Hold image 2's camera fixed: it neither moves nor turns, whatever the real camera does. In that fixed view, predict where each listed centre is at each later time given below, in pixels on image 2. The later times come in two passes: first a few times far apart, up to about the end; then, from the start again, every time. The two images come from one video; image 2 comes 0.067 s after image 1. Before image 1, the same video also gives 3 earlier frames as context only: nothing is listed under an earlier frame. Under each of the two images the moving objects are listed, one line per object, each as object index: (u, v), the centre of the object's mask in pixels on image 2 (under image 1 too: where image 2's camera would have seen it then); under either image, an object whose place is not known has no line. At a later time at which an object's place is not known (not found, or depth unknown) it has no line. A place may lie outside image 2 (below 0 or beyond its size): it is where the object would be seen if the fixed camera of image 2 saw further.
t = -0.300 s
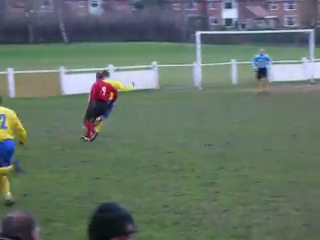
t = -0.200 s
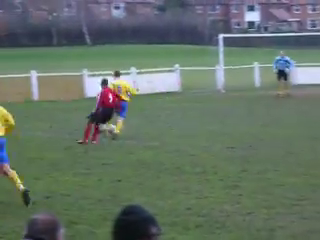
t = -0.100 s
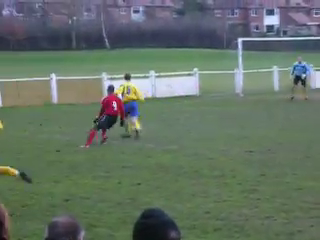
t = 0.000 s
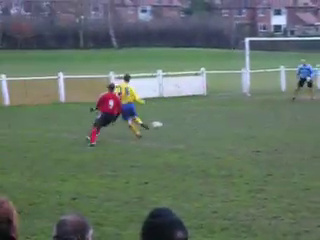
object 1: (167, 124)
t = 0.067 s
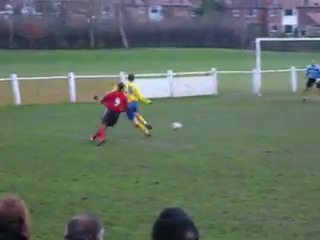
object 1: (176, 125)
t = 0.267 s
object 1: (192, 120)
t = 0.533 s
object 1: (206, 122)
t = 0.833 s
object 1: (213, 119)
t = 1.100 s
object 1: (221, 118)
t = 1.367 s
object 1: (229, 116)
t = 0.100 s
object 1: (181, 127)
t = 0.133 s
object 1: (184, 128)
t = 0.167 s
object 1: (186, 125)
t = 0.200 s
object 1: (188, 122)
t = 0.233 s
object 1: (190, 121)
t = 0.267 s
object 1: (192, 120)
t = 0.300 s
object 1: (194, 119)
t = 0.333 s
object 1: (195, 118)
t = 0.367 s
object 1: (197, 118)
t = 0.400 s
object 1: (199, 119)
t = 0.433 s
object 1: (201, 119)
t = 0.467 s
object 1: (203, 121)
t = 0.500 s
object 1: (204, 122)
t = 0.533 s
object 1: (206, 122)
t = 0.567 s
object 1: (207, 121)
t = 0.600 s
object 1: (208, 119)
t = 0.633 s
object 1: (209, 119)
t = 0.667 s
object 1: (209, 117)
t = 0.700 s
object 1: (210, 117)
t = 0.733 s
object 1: (211, 117)
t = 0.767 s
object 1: (212, 117)
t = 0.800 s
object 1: (213, 118)
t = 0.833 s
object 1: (213, 119)
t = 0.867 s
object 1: (214, 119)
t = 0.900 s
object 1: (215, 119)
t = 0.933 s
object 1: (217, 119)
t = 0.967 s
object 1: (217, 119)
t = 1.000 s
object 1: (218, 118)
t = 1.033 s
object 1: (219, 118)
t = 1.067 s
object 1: (220, 118)
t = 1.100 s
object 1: (221, 118)
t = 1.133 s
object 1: (223, 117)
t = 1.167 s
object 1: (223, 117)
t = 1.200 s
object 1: (224, 116)
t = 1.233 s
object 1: (225, 116)
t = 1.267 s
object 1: (226, 116)
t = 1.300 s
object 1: (227, 116)
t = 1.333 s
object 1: (228, 115)
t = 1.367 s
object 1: (229, 116)
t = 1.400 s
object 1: (230, 115)
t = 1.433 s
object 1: (230, 114)
